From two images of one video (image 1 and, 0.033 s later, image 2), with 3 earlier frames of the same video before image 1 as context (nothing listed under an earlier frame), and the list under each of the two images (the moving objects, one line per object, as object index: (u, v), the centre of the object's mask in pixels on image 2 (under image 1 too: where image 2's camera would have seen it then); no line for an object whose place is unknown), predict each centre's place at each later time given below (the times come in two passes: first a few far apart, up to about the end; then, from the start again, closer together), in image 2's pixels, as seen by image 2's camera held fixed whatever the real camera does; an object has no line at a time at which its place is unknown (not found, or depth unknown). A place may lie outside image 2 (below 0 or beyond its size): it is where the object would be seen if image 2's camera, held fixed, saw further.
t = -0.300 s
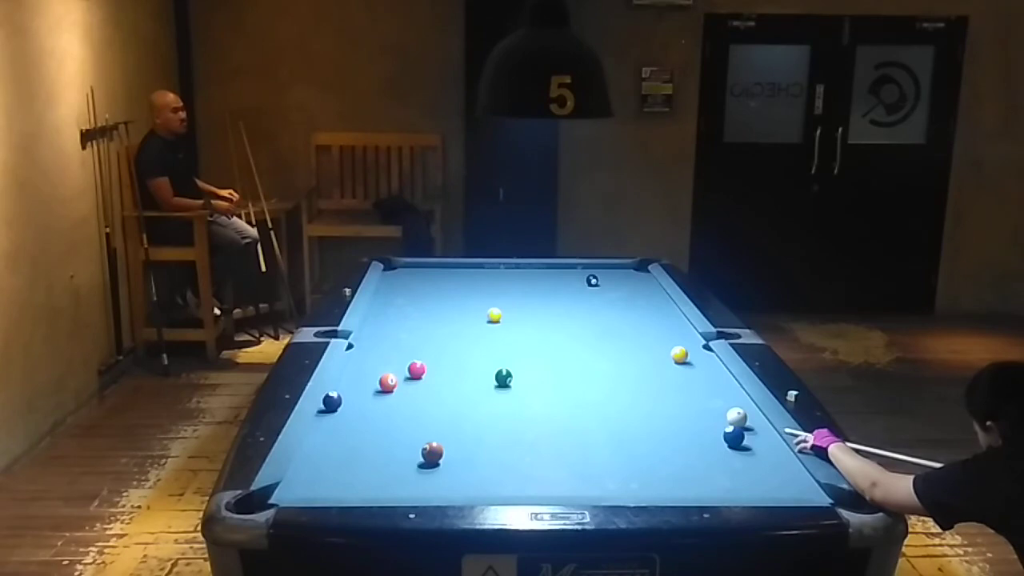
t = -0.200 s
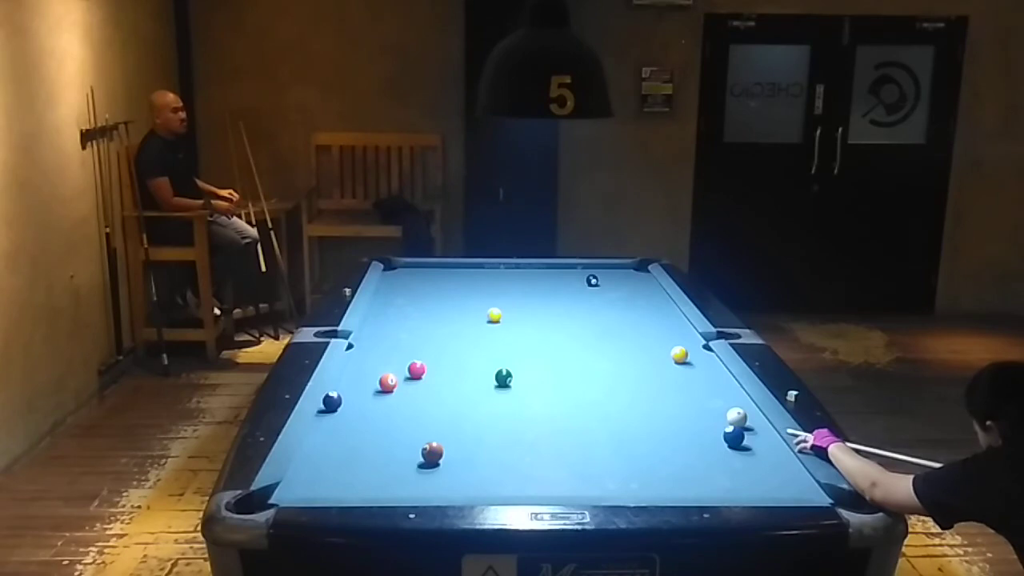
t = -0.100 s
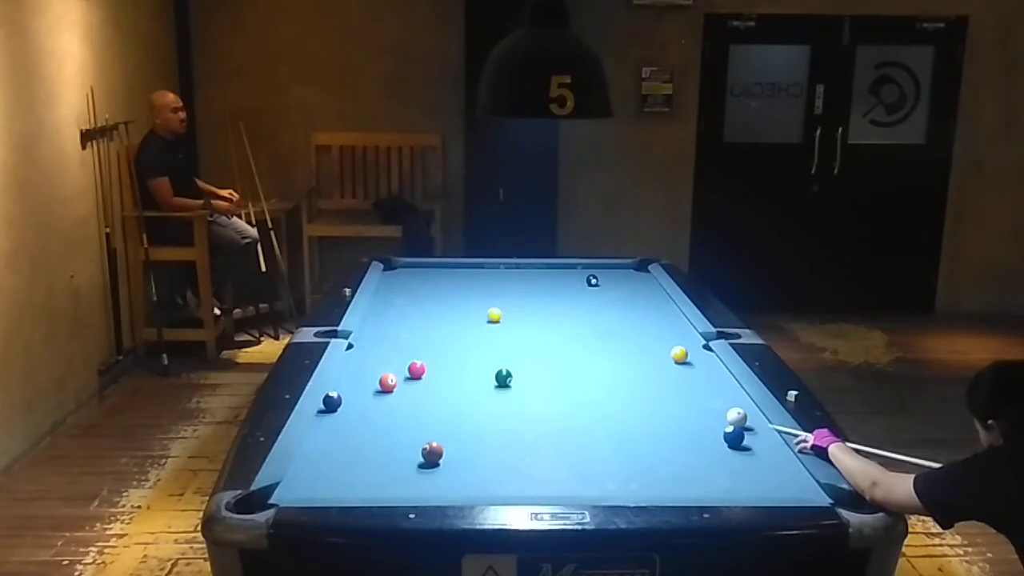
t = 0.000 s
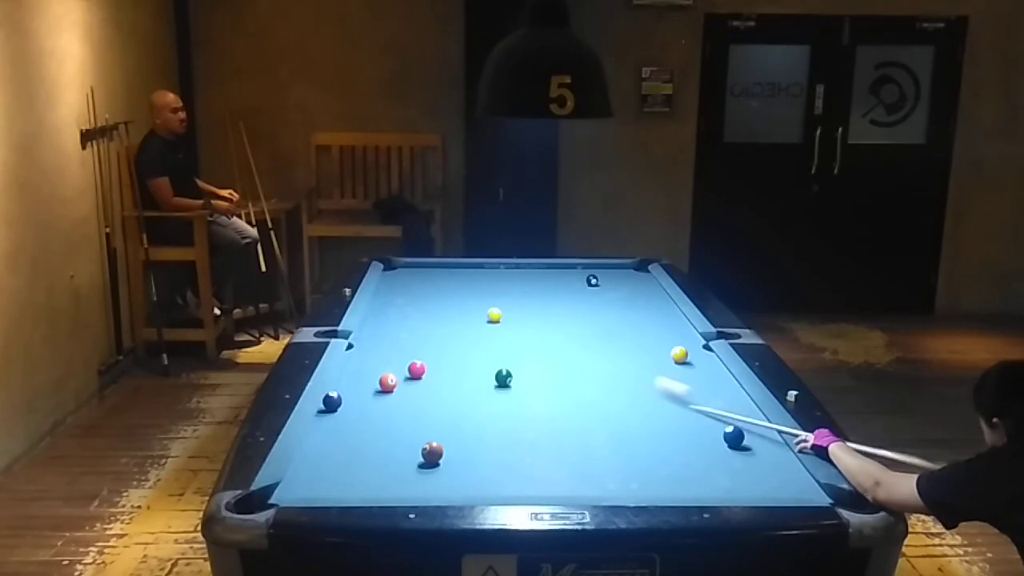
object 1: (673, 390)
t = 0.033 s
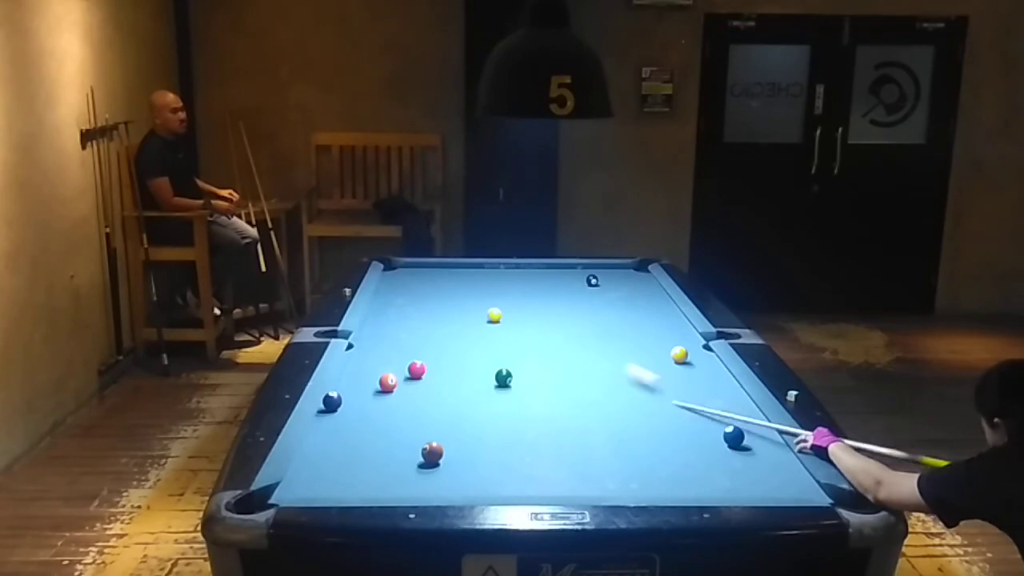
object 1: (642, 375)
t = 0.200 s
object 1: (524, 327)
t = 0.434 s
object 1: (486, 314)
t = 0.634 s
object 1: (464, 306)
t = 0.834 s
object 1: (444, 299)
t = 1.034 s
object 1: (426, 293)
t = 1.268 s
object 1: (406, 286)
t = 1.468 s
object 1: (390, 281)
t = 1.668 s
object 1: (391, 276)
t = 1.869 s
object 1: (401, 272)
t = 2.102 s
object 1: (412, 267)
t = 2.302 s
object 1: (421, 266)
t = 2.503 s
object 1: (429, 268)
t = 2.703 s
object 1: (437, 270)
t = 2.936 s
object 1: (445, 272)
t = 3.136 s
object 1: (452, 274)
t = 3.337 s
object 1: (458, 275)
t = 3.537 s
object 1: (463, 276)
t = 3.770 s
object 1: (468, 278)
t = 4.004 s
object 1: (473, 279)
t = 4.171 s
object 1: (477, 280)
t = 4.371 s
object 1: (480, 281)
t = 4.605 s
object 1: (483, 283)
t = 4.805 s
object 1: (485, 283)
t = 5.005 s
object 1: (487, 284)
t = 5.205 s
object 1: (489, 285)
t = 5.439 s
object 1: (490, 285)
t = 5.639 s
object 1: (491, 285)
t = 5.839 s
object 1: (491, 286)
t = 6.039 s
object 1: (491, 286)
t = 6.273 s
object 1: (491, 286)
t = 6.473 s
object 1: (491, 286)
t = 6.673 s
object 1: (491, 285)
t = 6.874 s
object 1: (491, 285)
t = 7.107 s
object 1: (491, 285)
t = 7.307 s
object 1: (491, 285)
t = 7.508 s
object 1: (491, 285)
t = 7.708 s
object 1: (491, 285)
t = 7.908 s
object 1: (491, 285)
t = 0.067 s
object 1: (614, 363)
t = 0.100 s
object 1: (588, 353)
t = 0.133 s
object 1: (565, 344)
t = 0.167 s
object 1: (544, 336)
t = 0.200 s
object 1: (524, 327)
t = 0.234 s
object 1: (508, 319)
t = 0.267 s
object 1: (500, 317)
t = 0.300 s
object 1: (498, 317)
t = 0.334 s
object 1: (496, 317)
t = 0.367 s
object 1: (493, 316)
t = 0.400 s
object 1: (490, 316)
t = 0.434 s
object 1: (486, 314)
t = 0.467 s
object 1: (482, 313)
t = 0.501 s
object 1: (478, 311)
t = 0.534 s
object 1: (475, 310)
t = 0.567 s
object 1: (471, 309)
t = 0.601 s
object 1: (468, 307)
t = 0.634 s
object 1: (464, 306)
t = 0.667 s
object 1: (461, 305)
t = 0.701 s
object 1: (457, 304)
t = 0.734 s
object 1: (454, 303)
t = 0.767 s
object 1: (451, 302)
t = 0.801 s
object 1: (447, 301)
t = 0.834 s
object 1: (444, 299)
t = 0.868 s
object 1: (441, 298)
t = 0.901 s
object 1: (438, 297)
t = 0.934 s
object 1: (435, 296)
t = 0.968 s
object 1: (431, 295)
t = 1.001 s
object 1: (429, 294)
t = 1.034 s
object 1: (426, 293)
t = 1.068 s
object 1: (422, 292)
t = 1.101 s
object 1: (420, 291)
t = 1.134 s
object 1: (417, 290)
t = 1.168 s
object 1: (414, 289)
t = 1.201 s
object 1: (411, 288)
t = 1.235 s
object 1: (408, 287)
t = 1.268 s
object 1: (406, 286)
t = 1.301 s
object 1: (403, 285)
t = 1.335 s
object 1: (400, 284)
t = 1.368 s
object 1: (398, 283)
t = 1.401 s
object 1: (395, 283)
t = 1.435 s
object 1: (393, 282)
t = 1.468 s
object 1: (390, 281)
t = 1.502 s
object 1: (388, 280)
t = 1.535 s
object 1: (386, 279)
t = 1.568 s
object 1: (385, 278)
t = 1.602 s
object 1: (387, 278)
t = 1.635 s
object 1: (389, 277)
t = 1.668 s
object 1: (391, 276)
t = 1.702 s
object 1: (393, 275)
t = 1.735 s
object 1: (394, 275)
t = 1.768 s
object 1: (396, 274)
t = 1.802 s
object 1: (398, 273)
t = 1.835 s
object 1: (400, 272)
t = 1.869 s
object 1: (401, 272)
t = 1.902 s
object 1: (403, 271)
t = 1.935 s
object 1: (405, 270)
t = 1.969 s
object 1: (406, 270)
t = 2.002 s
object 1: (408, 269)
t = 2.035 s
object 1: (409, 268)
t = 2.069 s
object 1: (411, 268)
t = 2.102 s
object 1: (412, 267)
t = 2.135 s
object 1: (414, 266)
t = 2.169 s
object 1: (416, 266)
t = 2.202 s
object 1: (417, 265)
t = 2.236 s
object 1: (418, 265)
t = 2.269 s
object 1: (420, 265)
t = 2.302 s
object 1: (421, 266)
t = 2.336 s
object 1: (422, 266)
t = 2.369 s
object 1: (424, 267)
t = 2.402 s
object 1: (425, 267)
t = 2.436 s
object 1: (427, 267)
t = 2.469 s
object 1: (428, 267)
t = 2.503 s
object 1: (429, 268)
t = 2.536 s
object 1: (431, 268)
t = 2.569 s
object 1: (432, 268)
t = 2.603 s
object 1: (433, 269)
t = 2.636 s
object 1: (435, 269)
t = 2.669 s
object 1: (436, 270)
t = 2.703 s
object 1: (437, 270)
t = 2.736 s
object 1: (438, 270)
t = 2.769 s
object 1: (440, 270)
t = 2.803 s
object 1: (441, 271)
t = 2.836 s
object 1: (442, 271)
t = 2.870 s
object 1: (443, 271)
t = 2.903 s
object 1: (444, 271)
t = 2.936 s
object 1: (445, 272)
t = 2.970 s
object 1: (447, 272)
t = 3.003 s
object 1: (448, 272)
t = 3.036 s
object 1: (449, 272)
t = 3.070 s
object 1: (450, 273)
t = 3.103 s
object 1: (451, 273)
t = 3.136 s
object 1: (452, 274)
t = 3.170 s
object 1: (453, 274)
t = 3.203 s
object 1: (454, 274)
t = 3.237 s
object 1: (455, 274)
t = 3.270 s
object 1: (456, 275)
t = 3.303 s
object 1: (457, 275)
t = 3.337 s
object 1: (458, 275)
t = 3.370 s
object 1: (459, 275)
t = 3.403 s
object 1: (459, 275)
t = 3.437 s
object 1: (460, 276)
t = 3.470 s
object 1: (461, 276)
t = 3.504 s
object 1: (462, 276)
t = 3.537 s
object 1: (463, 276)
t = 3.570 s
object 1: (464, 276)
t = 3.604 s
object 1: (465, 277)
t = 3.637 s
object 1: (466, 277)
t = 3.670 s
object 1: (466, 277)
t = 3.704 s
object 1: (467, 278)
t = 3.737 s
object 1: (468, 278)
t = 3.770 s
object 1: (468, 278)
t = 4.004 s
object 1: (473, 279)
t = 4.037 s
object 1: (474, 279)
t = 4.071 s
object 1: (475, 279)
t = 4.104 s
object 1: (475, 280)
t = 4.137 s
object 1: (476, 280)
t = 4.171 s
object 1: (477, 280)
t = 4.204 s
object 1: (477, 280)
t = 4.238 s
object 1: (478, 280)
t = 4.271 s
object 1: (478, 281)
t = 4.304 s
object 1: (479, 281)
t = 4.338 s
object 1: (479, 281)
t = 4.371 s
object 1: (480, 281)
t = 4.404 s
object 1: (480, 281)
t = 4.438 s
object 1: (481, 282)
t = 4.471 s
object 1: (481, 282)
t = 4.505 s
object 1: (481, 282)
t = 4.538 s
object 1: (482, 282)
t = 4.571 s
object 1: (482, 282)
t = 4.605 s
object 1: (483, 283)
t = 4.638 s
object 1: (483, 283)
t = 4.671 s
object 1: (484, 283)
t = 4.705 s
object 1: (484, 283)
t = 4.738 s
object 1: (485, 283)
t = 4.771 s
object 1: (485, 283)
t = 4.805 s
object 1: (485, 283)
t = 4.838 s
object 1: (486, 283)
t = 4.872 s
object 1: (486, 284)
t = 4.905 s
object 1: (486, 284)
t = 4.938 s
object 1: (487, 284)
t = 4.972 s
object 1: (487, 284)
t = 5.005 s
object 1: (487, 284)
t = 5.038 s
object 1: (488, 284)
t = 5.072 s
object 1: (488, 284)
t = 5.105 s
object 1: (488, 284)
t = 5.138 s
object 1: (488, 284)
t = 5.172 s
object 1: (489, 284)
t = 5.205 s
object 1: (489, 285)
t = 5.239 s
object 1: (489, 285)
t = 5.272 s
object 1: (489, 285)
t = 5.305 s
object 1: (489, 285)
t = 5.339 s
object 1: (490, 285)
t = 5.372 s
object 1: (490, 285)
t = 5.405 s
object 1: (490, 285)
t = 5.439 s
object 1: (490, 285)
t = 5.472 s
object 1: (490, 285)
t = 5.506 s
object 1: (490, 285)
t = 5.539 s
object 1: (490, 285)
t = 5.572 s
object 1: (490, 285)
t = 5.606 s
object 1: (491, 285)
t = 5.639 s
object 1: (491, 285)
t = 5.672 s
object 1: (491, 285)
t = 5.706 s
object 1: (491, 286)
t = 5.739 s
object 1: (491, 286)
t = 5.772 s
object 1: (491, 286)
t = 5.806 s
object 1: (491, 286)
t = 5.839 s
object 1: (491, 286)
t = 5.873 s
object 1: (491, 286)
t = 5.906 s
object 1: (491, 286)
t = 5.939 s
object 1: (491, 286)
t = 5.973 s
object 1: (491, 286)
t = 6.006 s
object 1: (491, 286)
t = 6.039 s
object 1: (491, 286)
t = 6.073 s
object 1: (491, 286)
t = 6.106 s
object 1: (491, 286)
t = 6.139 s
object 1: (491, 286)
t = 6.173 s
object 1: (491, 286)
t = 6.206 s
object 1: (491, 286)
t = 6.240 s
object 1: (491, 286)
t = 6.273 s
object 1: (491, 286)
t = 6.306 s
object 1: (491, 286)
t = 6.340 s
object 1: (491, 286)
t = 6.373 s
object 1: (491, 286)
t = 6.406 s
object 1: (491, 286)
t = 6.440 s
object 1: (491, 286)
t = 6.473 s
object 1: (491, 286)
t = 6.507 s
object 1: (491, 286)
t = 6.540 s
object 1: (491, 286)
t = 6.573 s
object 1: (491, 286)
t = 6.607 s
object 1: (491, 285)
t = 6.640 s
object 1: (491, 285)
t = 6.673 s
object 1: (491, 285)
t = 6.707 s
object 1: (491, 285)
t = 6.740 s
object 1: (491, 285)
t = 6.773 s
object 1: (491, 285)
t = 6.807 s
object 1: (491, 285)
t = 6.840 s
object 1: (491, 285)
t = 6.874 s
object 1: (491, 285)
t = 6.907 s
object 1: (491, 285)
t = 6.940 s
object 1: (491, 285)
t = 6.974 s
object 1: (491, 285)
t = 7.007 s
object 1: (491, 285)
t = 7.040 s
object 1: (491, 285)
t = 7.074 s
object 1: (491, 285)
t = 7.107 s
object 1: (491, 285)
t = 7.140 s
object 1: (491, 285)
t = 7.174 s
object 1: (491, 285)
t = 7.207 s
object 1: (491, 285)
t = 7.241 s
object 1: (491, 285)
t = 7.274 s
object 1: (491, 285)
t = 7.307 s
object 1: (491, 285)
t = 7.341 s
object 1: (491, 285)
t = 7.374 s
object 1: (491, 285)
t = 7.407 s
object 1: (491, 285)
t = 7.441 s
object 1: (491, 285)
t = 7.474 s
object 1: (491, 285)
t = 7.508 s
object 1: (491, 285)
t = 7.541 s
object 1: (491, 285)
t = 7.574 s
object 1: (491, 285)
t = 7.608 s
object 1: (491, 285)
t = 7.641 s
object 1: (491, 285)
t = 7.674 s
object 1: (491, 285)
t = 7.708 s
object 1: (491, 285)
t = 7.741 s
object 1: (491, 285)
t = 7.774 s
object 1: (491, 285)
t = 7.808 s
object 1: (491, 285)
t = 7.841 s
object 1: (491, 285)
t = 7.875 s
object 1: (491, 285)
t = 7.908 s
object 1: (491, 285)
